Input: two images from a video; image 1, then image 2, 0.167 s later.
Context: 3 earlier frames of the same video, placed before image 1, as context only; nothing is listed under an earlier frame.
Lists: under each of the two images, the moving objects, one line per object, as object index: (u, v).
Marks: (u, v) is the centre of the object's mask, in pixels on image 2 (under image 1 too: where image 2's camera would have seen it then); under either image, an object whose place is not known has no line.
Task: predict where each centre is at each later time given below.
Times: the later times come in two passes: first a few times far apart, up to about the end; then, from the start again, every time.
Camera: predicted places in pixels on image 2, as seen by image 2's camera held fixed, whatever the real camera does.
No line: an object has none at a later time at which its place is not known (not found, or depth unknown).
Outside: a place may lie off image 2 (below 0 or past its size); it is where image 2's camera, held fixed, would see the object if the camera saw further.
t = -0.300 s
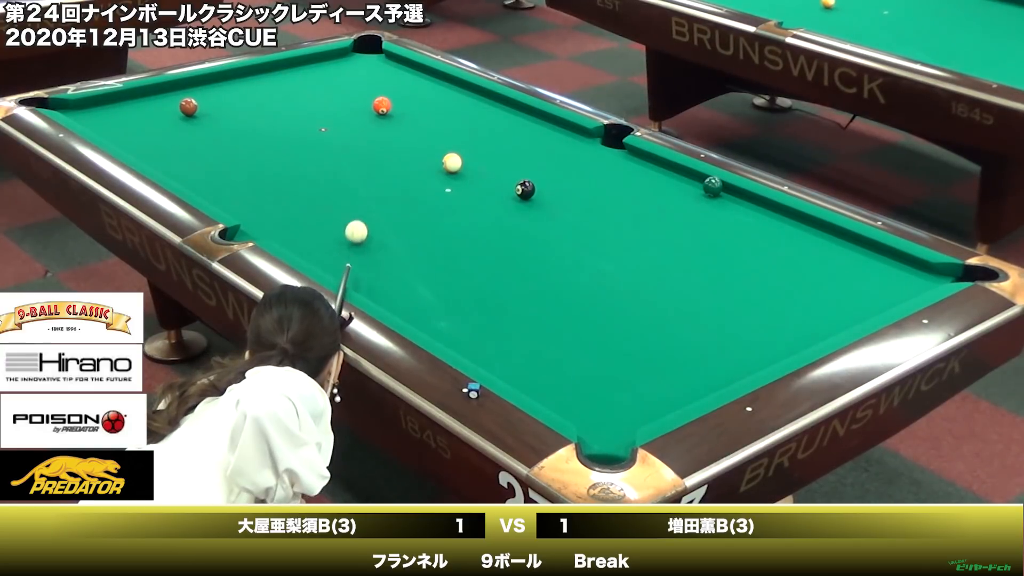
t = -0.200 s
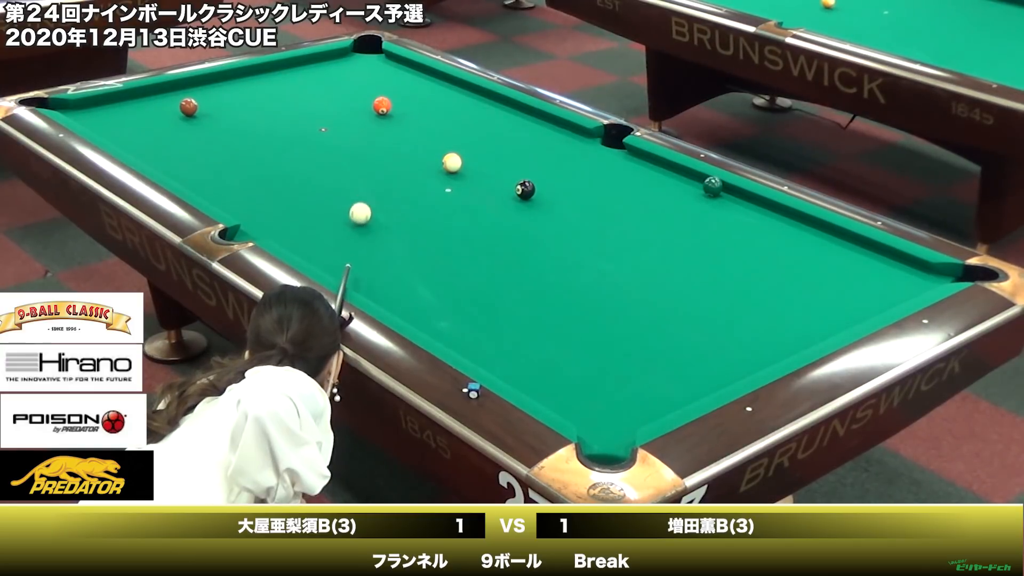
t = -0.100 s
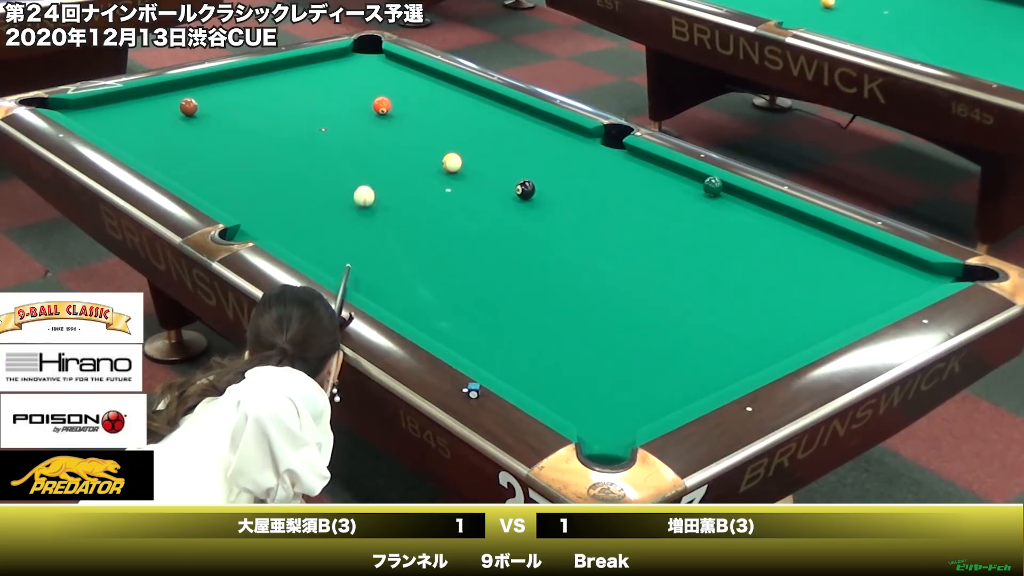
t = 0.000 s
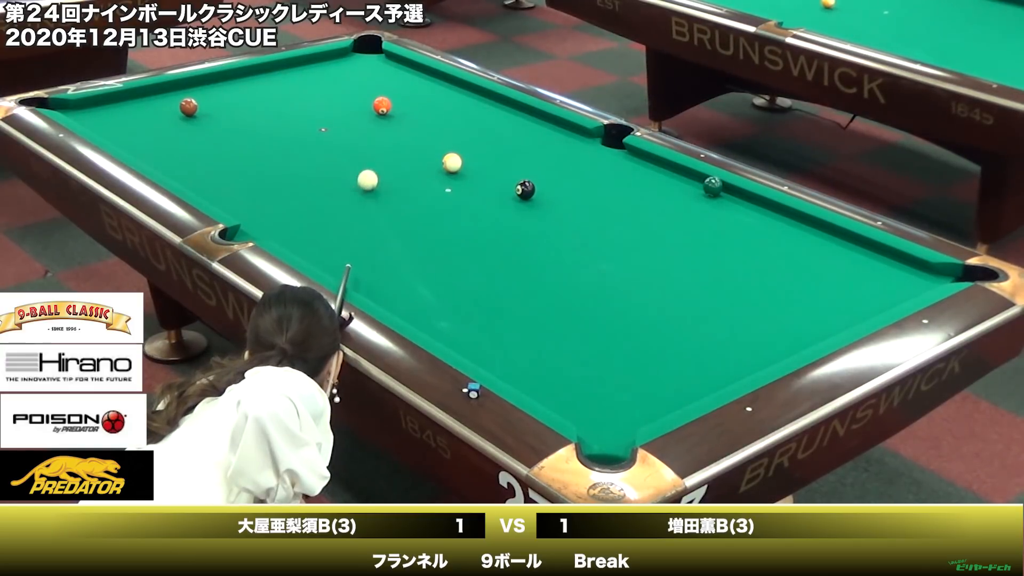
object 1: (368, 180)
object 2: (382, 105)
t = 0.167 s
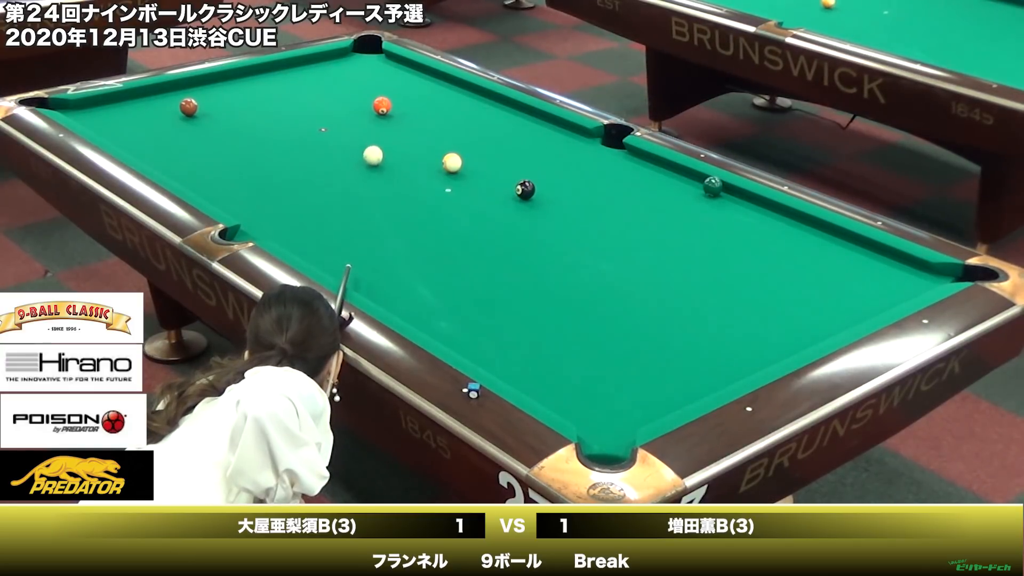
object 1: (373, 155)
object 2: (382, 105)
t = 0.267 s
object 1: (376, 142)
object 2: (382, 105)
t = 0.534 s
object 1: (383, 111)
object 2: (381, 100)
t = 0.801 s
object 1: (392, 105)
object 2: (379, 84)
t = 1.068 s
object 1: (400, 99)
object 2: (378, 68)
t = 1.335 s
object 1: (407, 94)
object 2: (376, 54)
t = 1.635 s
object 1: (414, 89)
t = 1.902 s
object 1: (420, 84)
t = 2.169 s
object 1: (424, 81)
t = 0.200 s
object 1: (374, 151)
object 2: (382, 105)
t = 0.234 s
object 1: (375, 146)
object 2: (382, 105)
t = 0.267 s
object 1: (376, 142)
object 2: (382, 105)
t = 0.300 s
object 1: (377, 138)
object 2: (382, 105)
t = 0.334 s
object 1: (378, 133)
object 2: (382, 105)
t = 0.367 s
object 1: (379, 129)
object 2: (382, 105)
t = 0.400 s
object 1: (379, 125)
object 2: (382, 105)
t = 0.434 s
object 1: (380, 121)
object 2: (382, 104)
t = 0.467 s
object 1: (381, 117)
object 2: (382, 103)
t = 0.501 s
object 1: (382, 113)
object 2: (382, 101)
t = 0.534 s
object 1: (383, 111)
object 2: (381, 100)
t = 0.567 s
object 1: (384, 111)
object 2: (381, 98)
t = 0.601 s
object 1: (386, 110)
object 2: (380, 96)
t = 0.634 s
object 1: (387, 110)
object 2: (380, 94)
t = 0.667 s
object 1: (388, 109)
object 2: (380, 92)
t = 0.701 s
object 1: (389, 108)
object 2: (380, 90)
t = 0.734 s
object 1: (390, 107)
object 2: (380, 88)
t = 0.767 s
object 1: (391, 106)
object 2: (379, 86)
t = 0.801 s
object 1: (392, 105)
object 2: (379, 84)
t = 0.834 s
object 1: (393, 105)
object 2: (379, 81)
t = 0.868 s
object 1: (394, 104)
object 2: (379, 79)
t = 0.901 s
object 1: (395, 103)
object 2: (378, 77)
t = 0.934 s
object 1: (396, 102)
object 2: (378, 75)
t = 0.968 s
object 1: (397, 102)
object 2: (378, 73)
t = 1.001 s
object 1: (398, 101)
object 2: (378, 71)
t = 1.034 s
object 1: (399, 100)
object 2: (378, 69)
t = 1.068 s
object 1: (400, 99)
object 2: (378, 68)
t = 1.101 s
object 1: (401, 99)
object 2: (377, 66)
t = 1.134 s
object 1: (402, 98)
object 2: (377, 64)
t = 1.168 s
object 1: (403, 97)
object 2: (377, 62)
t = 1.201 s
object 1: (404, 97)
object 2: (377, 61)
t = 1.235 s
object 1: (405, 96)
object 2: (377, 59)
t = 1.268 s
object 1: (406, 95)
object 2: (376, 57)
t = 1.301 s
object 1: (406, 95)
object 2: (376, 55)
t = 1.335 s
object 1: (407, 94)
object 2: (376, 54)
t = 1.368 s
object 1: (408, 94)
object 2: (376, 52)
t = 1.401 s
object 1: (409, 93)
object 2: (375, 50)
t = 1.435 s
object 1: (410, 92)
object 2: (373, 49)
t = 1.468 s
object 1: (410, 92)
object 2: (371, 48)
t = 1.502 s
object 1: (411, 91)
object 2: (369, 47)
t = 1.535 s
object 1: (412, 90)
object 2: (367, 47)
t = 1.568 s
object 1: (413, 90)
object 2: (365, 48)
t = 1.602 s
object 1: (414, 89)
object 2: (364, 51)
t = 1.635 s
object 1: (414, 89)
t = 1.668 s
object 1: (415, 88)
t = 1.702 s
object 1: (416, 88)
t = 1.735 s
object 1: (416, 87)
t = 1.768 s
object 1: (417, 87)
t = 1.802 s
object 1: (418, 86)
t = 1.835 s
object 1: (418, 85)
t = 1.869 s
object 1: (419, 85)
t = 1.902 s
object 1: (420, 84)
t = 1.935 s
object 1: (420, 84)
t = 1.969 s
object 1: (421, 83)
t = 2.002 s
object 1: (421, 83)
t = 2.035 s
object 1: (422, 83)
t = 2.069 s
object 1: (423, 82)
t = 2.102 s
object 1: (423, 82)
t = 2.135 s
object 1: (424, 82)
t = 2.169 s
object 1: (424, 81)
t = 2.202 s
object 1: (425, 80)
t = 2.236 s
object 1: (425, 80)
